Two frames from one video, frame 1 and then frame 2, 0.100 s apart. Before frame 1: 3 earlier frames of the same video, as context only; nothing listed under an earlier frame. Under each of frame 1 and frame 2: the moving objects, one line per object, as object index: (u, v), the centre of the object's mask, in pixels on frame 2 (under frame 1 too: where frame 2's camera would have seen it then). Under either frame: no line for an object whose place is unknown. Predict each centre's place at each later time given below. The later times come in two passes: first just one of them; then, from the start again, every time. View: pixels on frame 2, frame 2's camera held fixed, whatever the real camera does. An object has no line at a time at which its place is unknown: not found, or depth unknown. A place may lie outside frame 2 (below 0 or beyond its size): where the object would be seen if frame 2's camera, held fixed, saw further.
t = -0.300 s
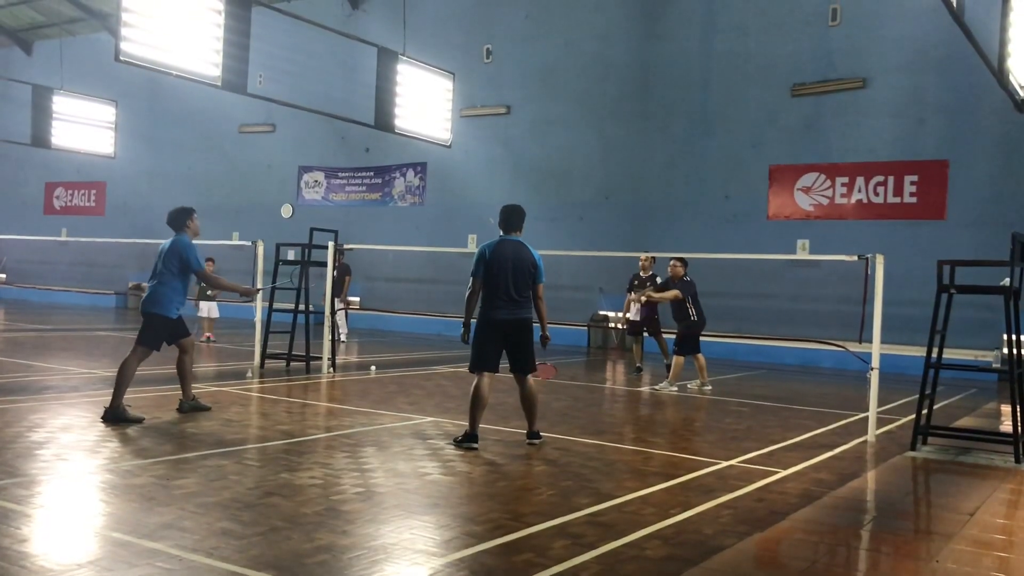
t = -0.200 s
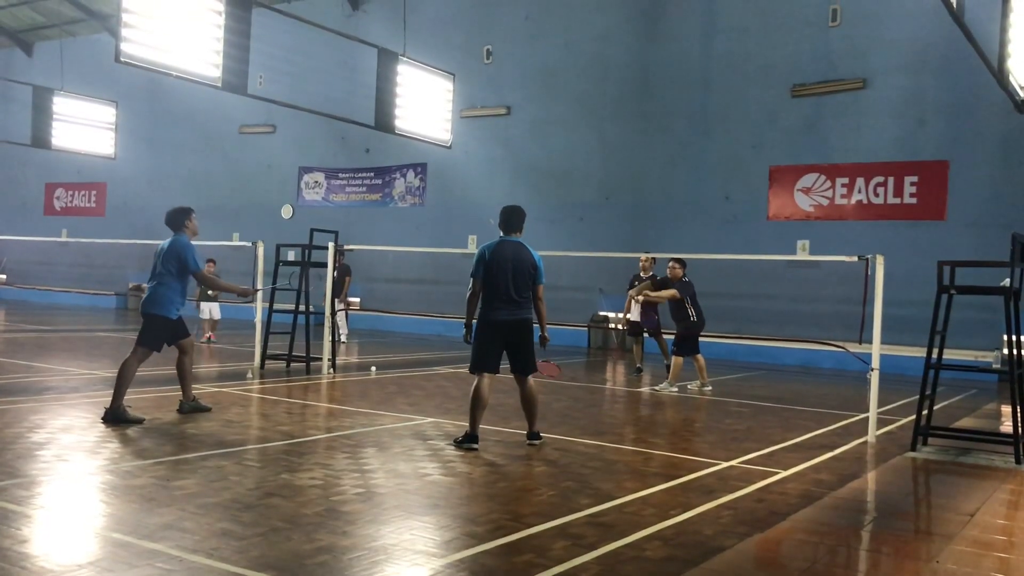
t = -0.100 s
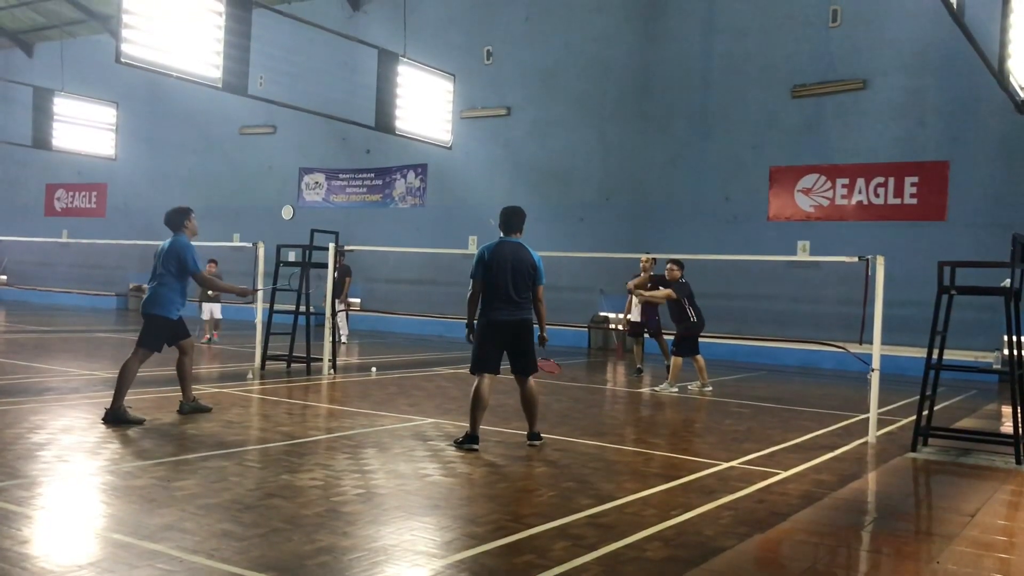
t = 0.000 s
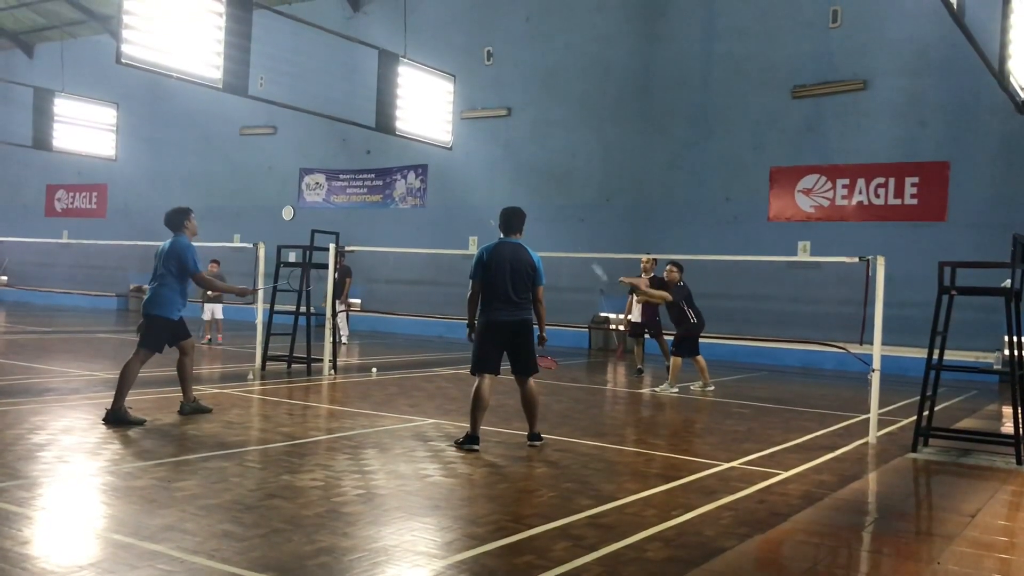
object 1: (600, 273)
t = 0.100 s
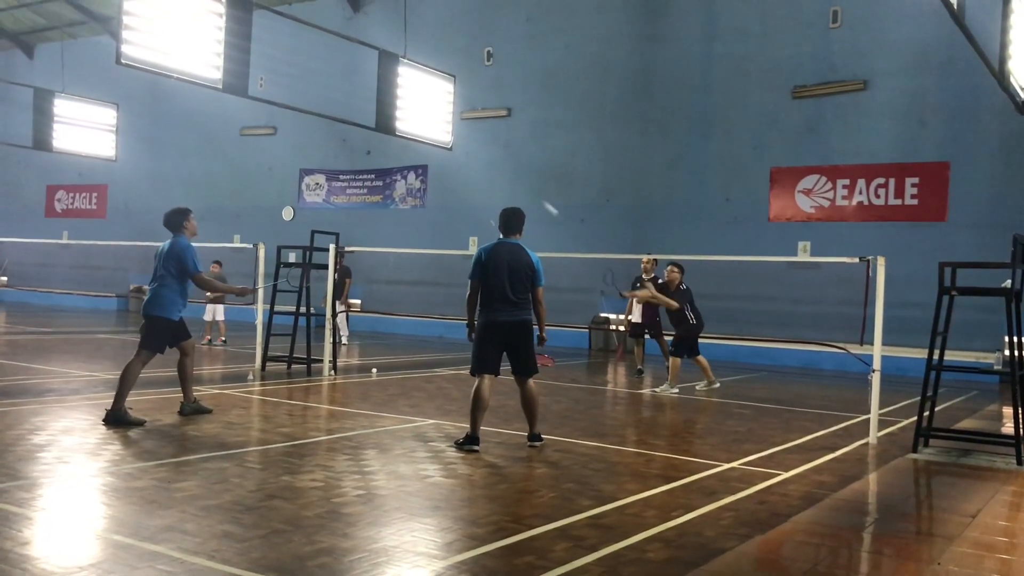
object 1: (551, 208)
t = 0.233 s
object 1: (488, 150)
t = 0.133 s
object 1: (533, 192)
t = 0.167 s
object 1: (517, 177)
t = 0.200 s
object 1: (502, 163)
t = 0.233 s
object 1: (488, 150)
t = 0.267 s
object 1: (472, 138)
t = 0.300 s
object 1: (458, 129)
